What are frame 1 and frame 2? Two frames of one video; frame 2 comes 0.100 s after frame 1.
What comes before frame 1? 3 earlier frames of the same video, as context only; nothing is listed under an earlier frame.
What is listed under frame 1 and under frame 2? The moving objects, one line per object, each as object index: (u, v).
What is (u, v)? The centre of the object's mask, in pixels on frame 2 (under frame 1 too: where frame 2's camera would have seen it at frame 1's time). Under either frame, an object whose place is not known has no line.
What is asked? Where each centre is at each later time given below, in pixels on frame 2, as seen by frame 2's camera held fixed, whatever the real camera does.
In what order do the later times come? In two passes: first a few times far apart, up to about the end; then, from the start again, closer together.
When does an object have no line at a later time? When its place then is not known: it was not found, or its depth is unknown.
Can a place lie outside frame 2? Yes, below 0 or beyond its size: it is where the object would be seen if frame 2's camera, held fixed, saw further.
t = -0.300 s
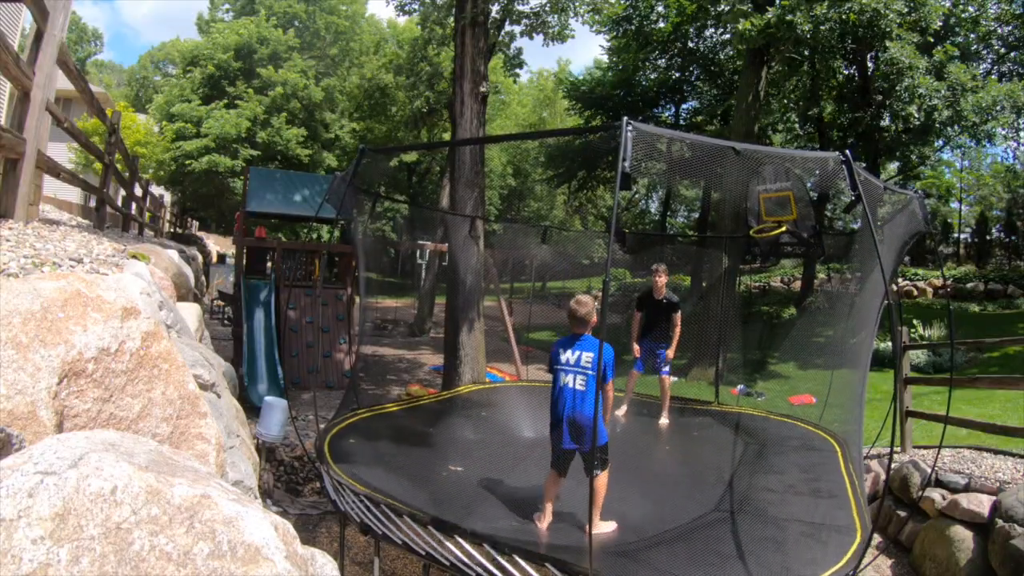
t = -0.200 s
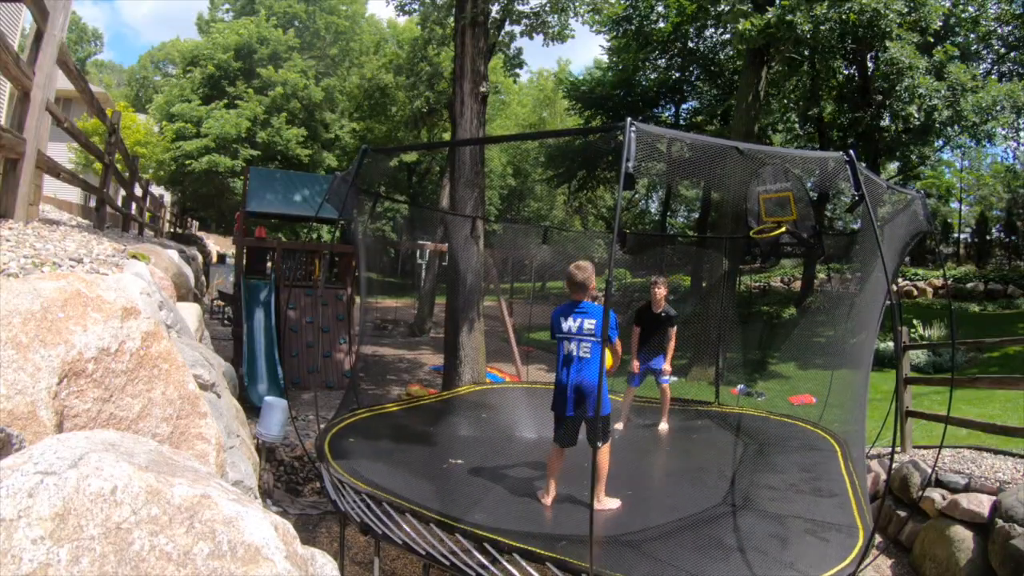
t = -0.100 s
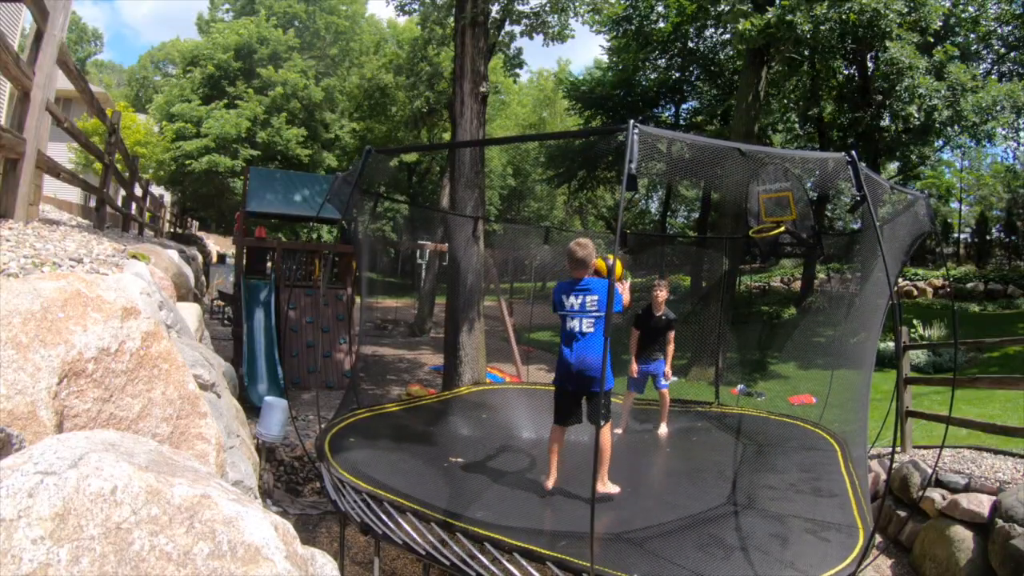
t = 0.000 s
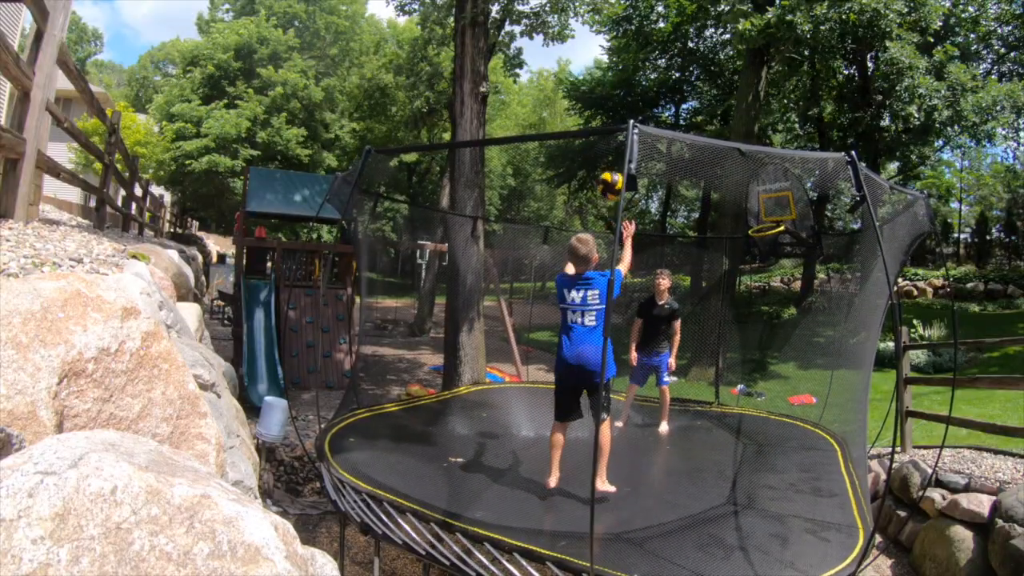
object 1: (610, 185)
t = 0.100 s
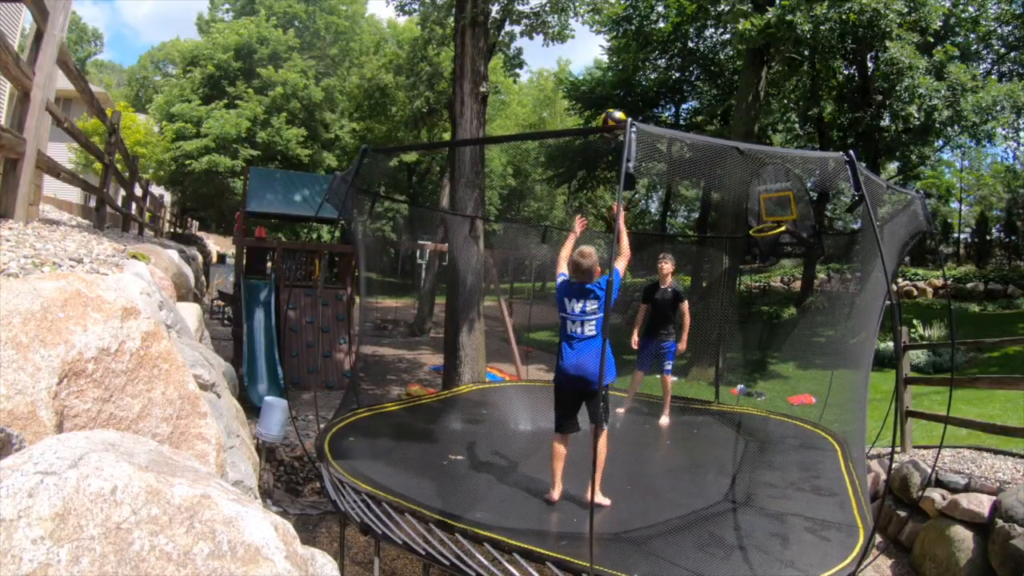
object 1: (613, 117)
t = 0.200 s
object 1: (613, 78)
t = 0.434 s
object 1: (609, 31)
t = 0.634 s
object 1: (605, 39)
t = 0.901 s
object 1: (596, 110)
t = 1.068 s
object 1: (589, 193)
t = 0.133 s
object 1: (613, 106)
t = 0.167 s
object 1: (612, 91)
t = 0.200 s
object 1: (613, 78)
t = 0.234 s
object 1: (612, 67)
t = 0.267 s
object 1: (611, 57)
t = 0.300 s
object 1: (611, 49)
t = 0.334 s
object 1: (610, 42)
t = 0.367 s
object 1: (609, 37)
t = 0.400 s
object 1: (609, 33)
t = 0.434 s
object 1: (609, 31)
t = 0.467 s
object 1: (608, 30)
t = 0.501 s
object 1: (608, 30)
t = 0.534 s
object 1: (607, 30)
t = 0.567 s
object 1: (606, 32)
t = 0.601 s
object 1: (605, 35)
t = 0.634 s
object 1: (605, 39)
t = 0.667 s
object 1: (603, 44)
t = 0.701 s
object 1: (602, 51)
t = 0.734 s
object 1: (601, 58)
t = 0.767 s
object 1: (600, 66)
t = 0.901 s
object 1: (596, 110)
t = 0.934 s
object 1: (594, 122)
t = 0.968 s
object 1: (594, 142)
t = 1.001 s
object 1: (592, 157)
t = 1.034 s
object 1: (590, 174)
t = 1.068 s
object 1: (589, 193)
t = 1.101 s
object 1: (588, 211)
